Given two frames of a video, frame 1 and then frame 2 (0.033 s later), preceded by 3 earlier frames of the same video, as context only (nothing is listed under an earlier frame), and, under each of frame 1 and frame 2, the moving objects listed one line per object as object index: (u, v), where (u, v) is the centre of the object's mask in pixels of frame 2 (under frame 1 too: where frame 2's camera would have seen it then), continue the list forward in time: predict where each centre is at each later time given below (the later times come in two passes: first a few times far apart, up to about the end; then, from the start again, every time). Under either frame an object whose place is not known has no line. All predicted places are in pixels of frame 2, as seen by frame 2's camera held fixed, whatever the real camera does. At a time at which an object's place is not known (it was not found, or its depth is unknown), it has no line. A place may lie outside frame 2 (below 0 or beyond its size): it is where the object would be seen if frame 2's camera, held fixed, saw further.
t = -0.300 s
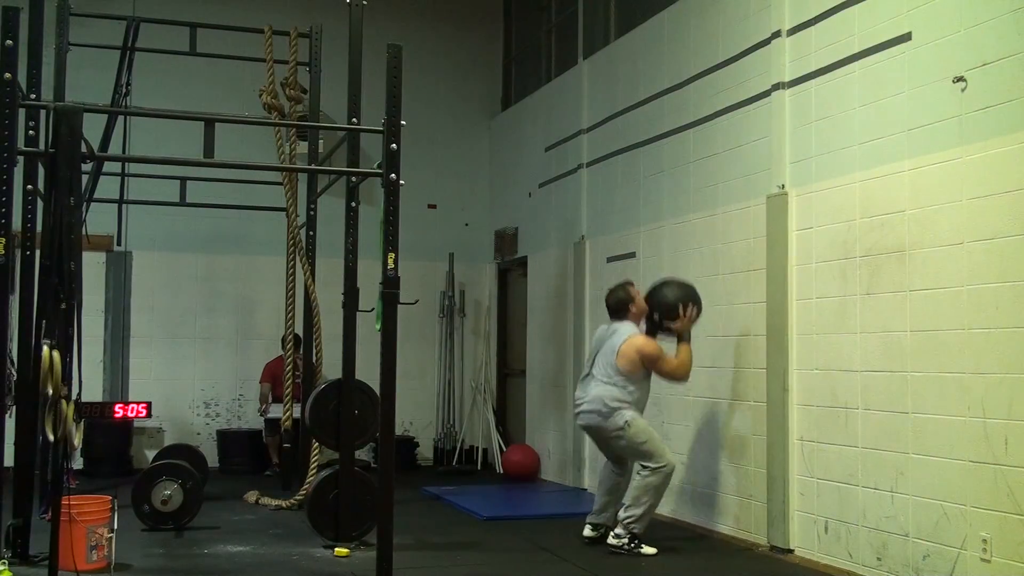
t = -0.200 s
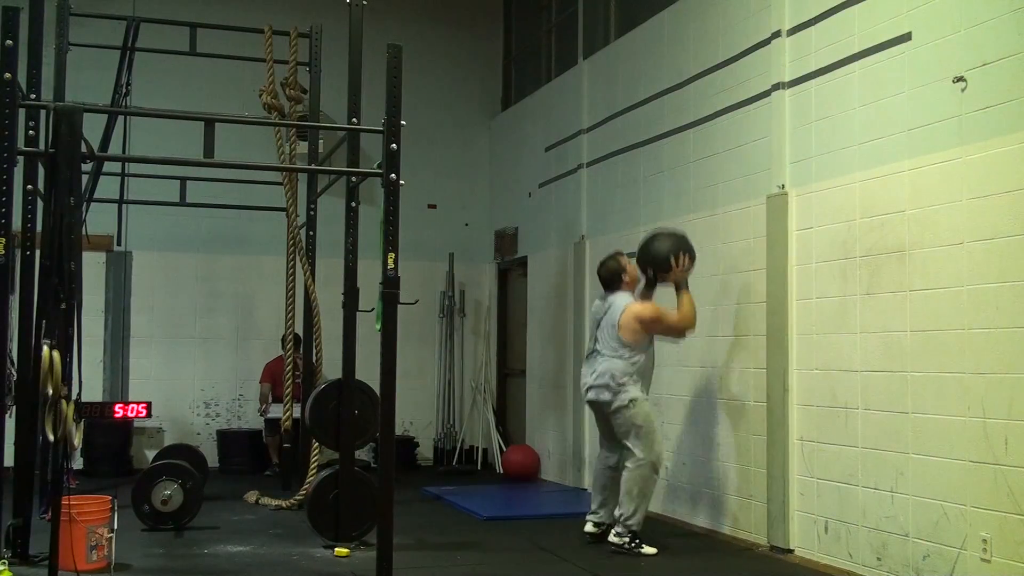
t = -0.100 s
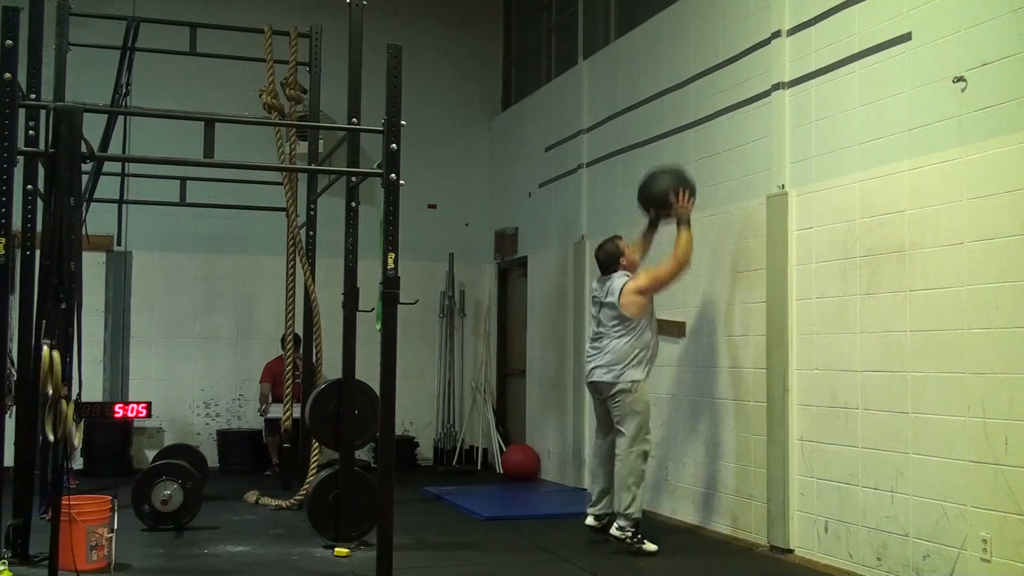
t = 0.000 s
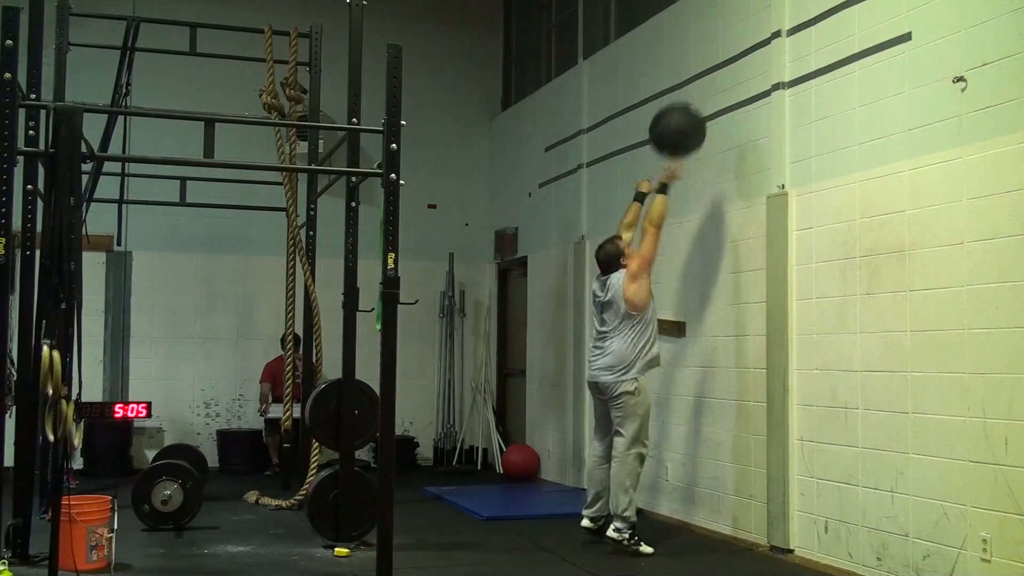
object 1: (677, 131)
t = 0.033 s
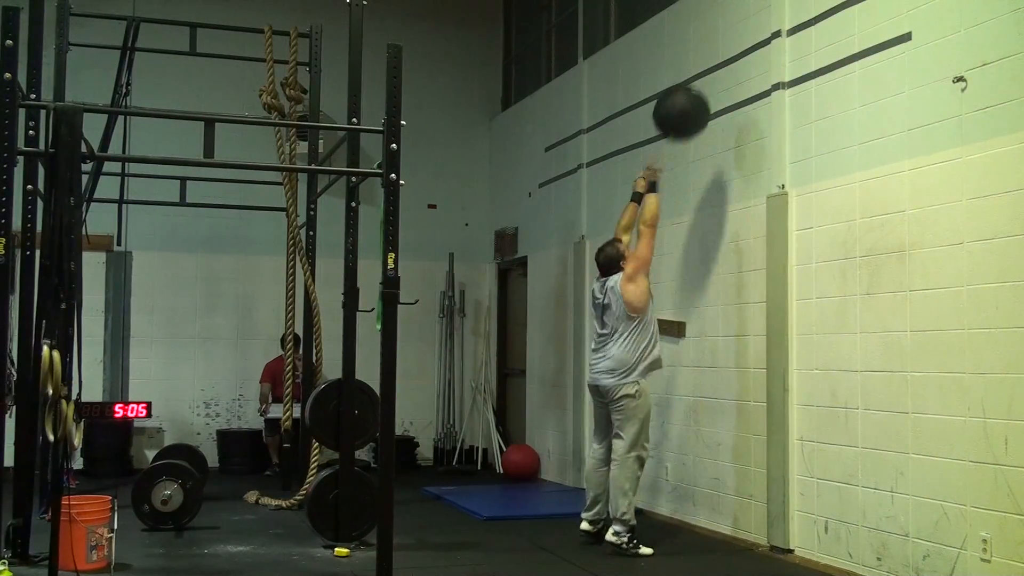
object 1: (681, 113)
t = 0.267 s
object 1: (709, 33)
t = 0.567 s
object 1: (708, 50)
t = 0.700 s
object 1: (698, 101)
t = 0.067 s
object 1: (685, 96)
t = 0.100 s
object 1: (689, 81)
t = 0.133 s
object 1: (693, 68)
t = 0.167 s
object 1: (697, 57)
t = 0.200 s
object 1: (701, 47)
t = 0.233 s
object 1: (705, 39)
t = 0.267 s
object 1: (709, 33)
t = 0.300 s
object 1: (713, 29)
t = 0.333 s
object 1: (717, 27)
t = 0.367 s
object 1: (721, 26)
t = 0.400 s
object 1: (721, 27)
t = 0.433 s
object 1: (719, 28)
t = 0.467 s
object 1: (716, 31)
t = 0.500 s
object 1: (713, 35)
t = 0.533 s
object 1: (710, 42)
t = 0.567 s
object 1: (708, 50)
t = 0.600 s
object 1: (705, 60)
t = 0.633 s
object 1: (703, 71)
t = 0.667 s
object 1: (700, 85)
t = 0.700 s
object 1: (698, 101)
